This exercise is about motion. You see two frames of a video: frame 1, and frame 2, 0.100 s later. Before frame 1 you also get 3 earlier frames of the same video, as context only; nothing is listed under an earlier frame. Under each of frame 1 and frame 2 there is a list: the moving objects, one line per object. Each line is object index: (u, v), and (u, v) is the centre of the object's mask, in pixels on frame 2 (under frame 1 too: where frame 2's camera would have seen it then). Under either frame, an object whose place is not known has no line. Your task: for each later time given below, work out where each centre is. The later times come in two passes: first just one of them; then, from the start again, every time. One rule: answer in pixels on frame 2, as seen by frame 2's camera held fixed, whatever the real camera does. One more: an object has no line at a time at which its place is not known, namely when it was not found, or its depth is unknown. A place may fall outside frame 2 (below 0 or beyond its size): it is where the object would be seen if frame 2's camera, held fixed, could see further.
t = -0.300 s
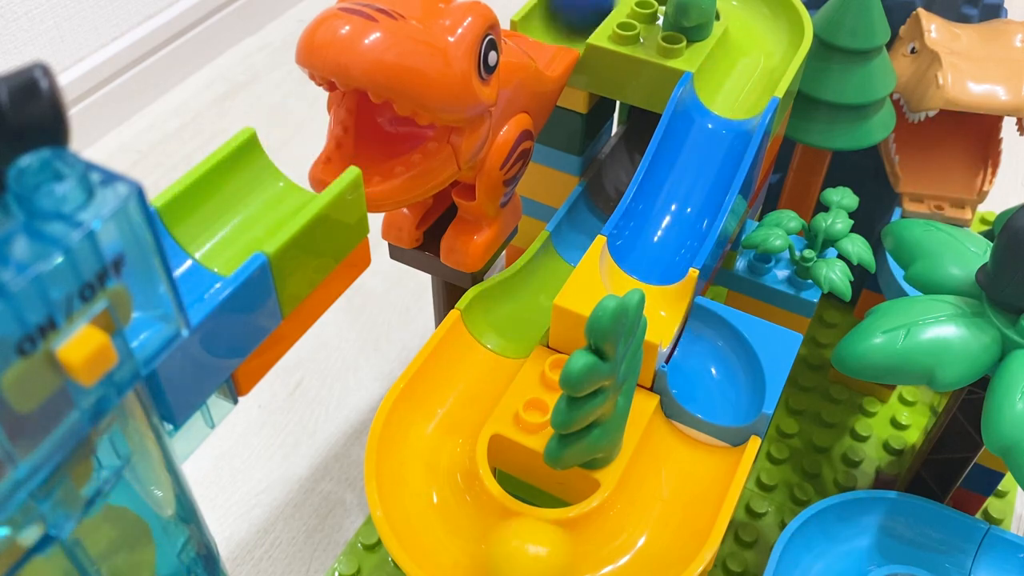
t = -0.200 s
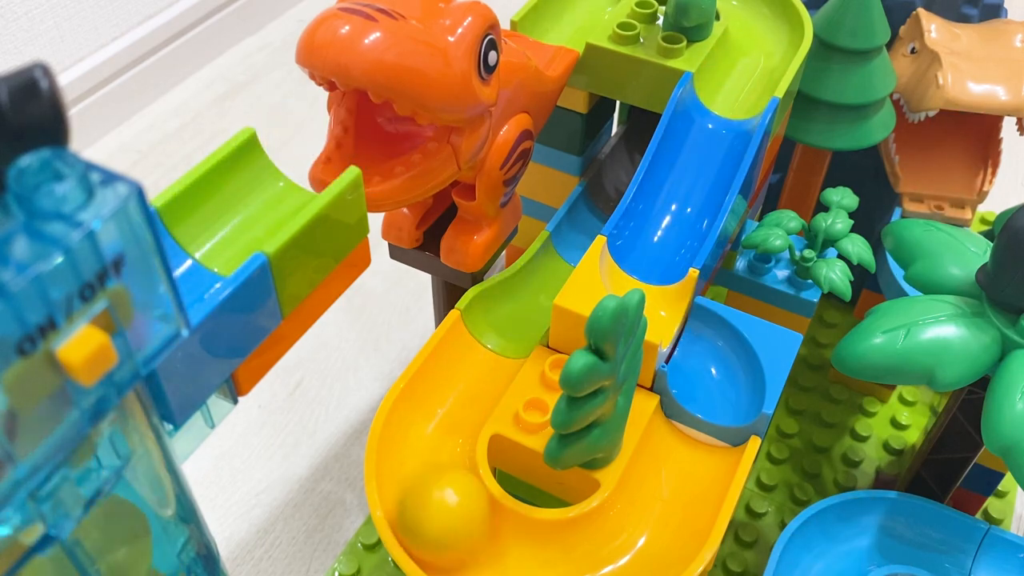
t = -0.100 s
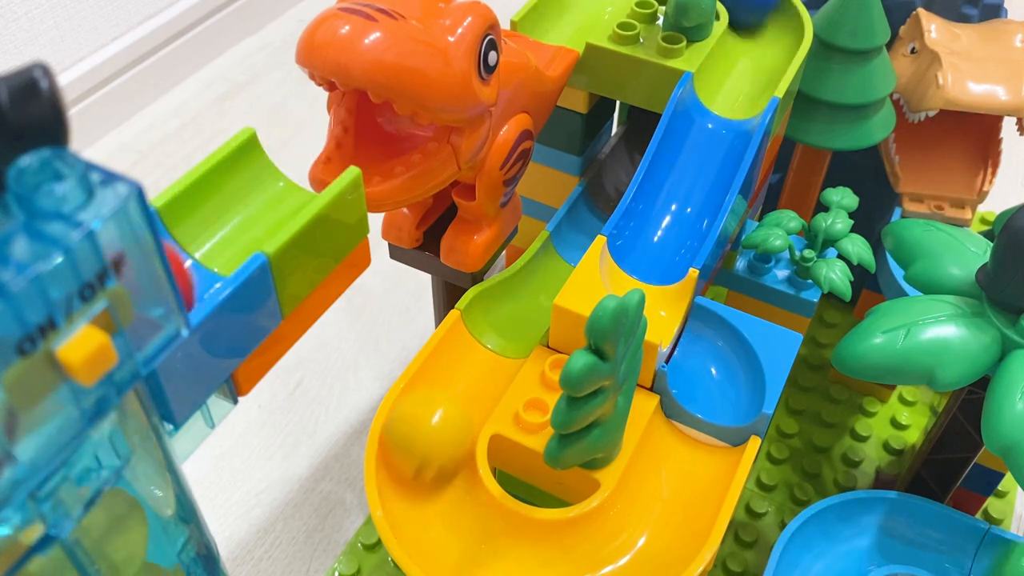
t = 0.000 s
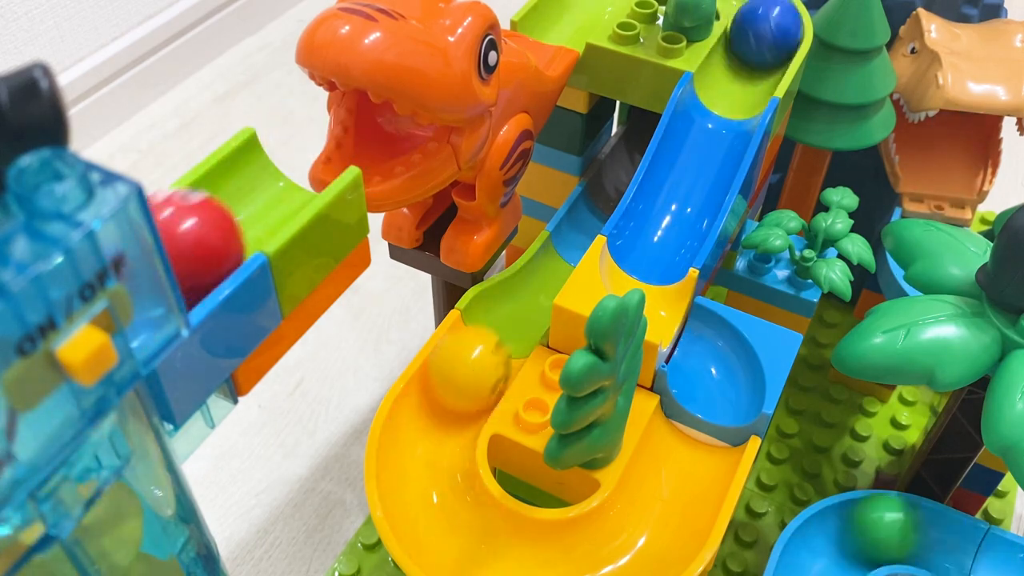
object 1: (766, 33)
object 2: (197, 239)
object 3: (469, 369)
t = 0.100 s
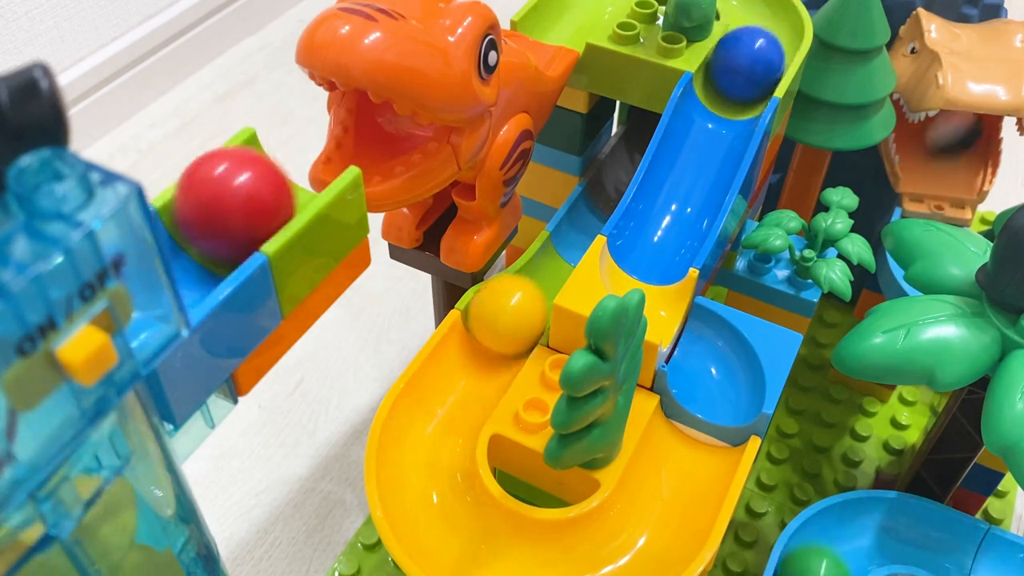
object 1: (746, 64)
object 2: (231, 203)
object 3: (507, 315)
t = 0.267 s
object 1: (703, 158)
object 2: (319, 136)
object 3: (586, 220)
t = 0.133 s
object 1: (737, 77)
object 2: (249, 187)
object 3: (518, 303)
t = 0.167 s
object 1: (731, 88)
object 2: (267, 173)
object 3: (530, 293)
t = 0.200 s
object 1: (724, 100)
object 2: (284, 159)
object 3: (544, 278)
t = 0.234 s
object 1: (713, 123)
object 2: (300, 145)
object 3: (564, 252)
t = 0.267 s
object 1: (703, 158)
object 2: (319, 136)
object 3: (586, 220)
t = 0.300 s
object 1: (679, 207)
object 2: (337, 135)
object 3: (604, 195)
